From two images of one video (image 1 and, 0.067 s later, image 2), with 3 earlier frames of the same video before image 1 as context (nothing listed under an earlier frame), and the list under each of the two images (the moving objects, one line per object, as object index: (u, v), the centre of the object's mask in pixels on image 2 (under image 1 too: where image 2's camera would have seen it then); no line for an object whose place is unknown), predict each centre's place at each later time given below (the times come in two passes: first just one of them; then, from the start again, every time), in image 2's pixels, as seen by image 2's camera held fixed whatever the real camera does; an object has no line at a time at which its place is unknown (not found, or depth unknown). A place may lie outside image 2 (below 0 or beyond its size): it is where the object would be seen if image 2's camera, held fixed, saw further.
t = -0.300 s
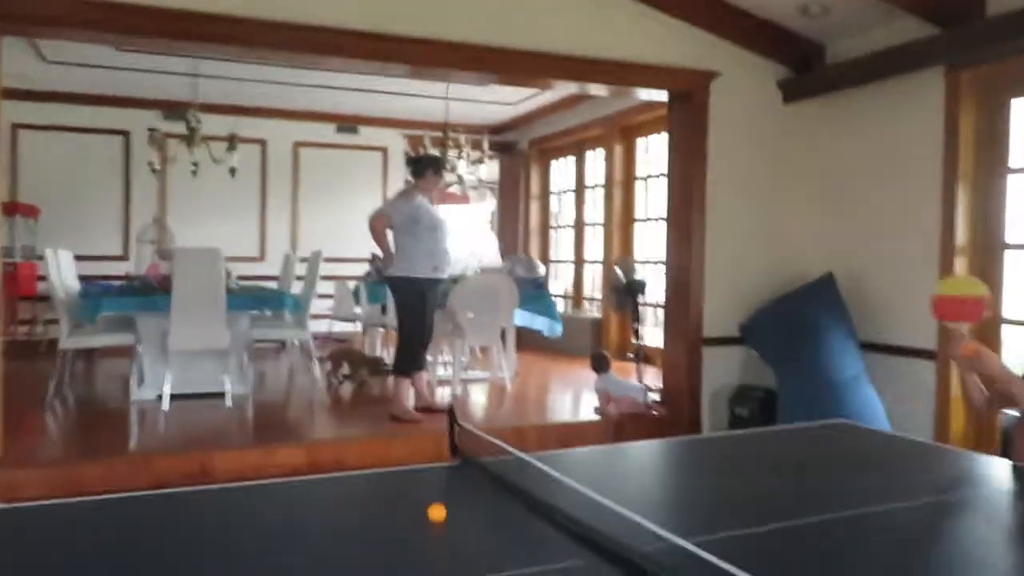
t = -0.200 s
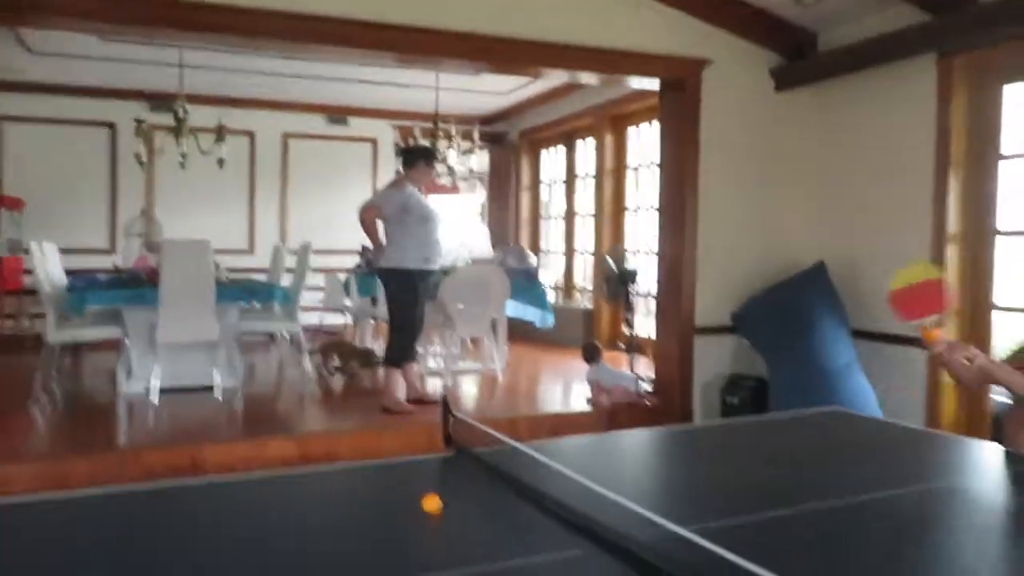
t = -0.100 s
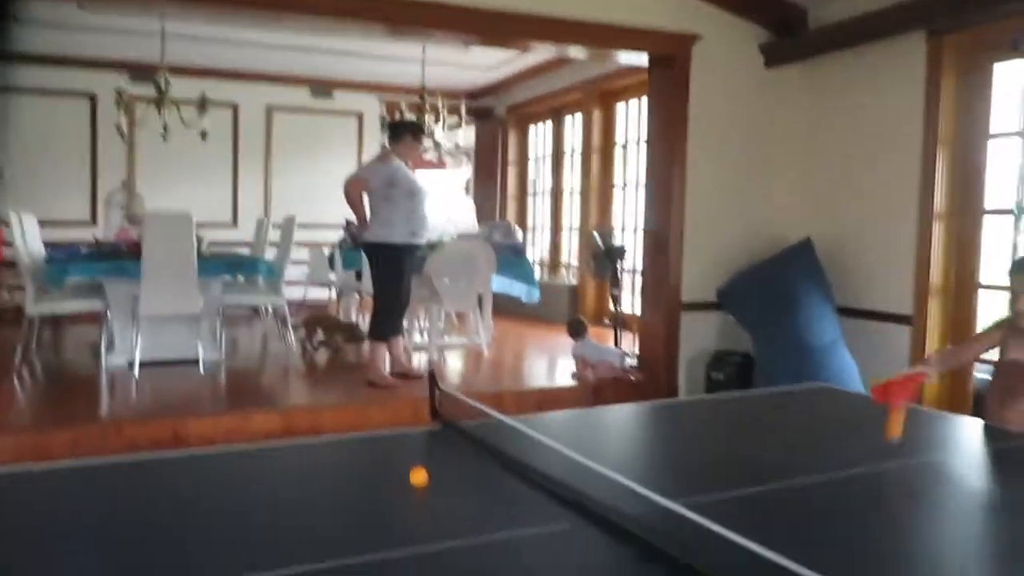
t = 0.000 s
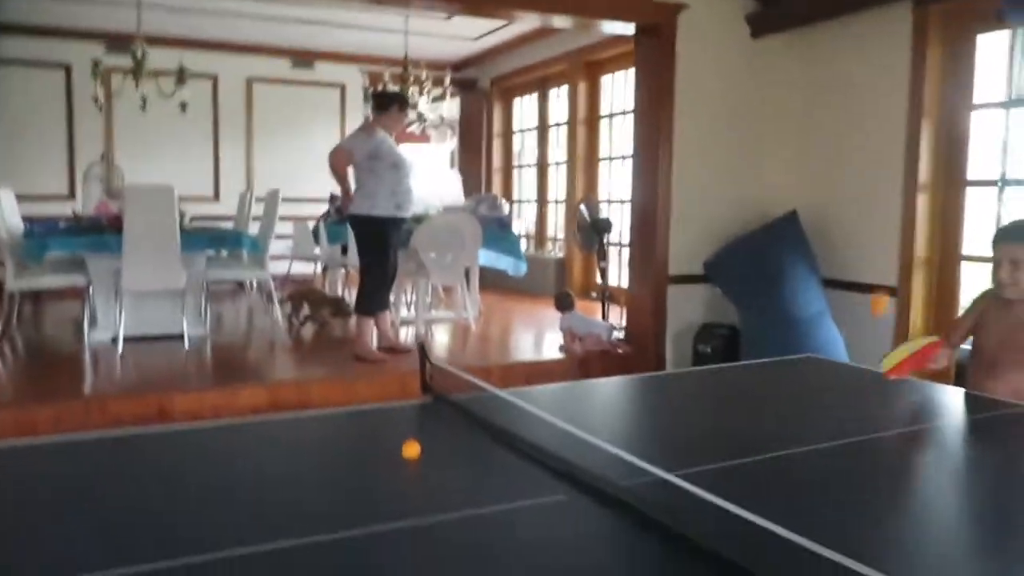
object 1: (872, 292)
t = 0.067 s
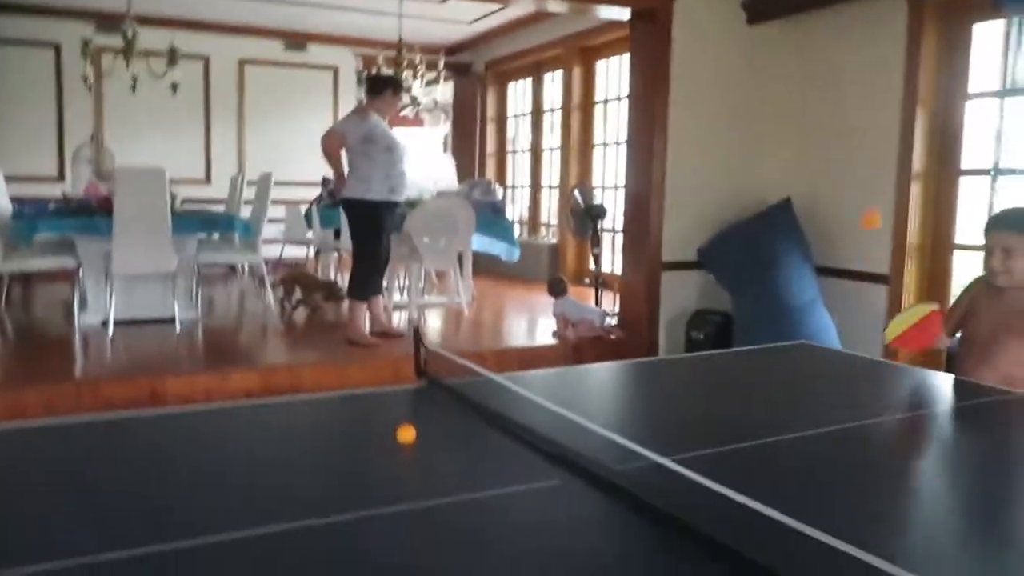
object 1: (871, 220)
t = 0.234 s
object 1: (853, 110)
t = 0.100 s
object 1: (870, 190)
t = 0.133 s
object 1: (867, 165)
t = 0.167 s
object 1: (863, 141)
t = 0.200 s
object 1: (859, 122)
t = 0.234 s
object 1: (853, 110)
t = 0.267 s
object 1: (845, 104)
